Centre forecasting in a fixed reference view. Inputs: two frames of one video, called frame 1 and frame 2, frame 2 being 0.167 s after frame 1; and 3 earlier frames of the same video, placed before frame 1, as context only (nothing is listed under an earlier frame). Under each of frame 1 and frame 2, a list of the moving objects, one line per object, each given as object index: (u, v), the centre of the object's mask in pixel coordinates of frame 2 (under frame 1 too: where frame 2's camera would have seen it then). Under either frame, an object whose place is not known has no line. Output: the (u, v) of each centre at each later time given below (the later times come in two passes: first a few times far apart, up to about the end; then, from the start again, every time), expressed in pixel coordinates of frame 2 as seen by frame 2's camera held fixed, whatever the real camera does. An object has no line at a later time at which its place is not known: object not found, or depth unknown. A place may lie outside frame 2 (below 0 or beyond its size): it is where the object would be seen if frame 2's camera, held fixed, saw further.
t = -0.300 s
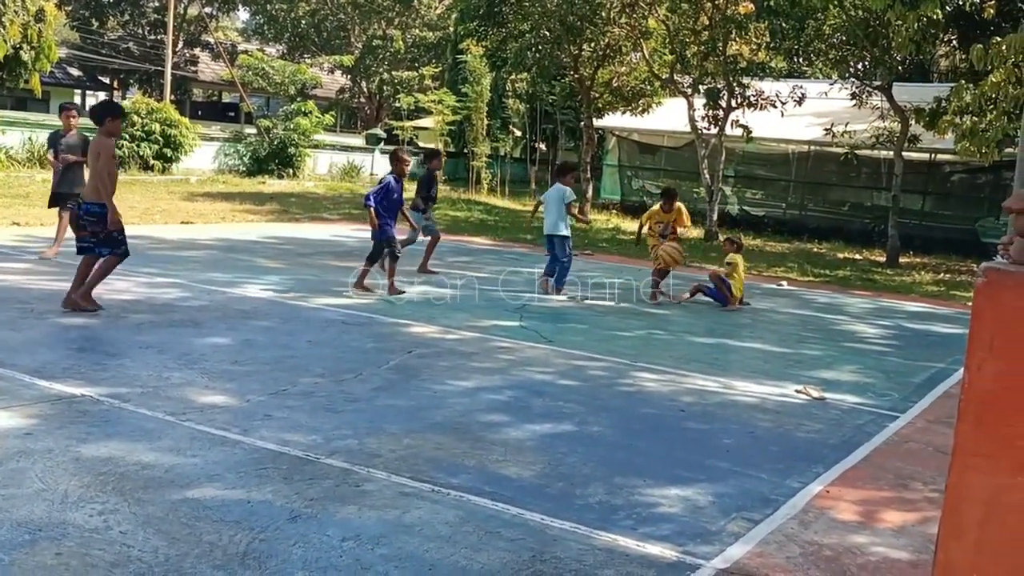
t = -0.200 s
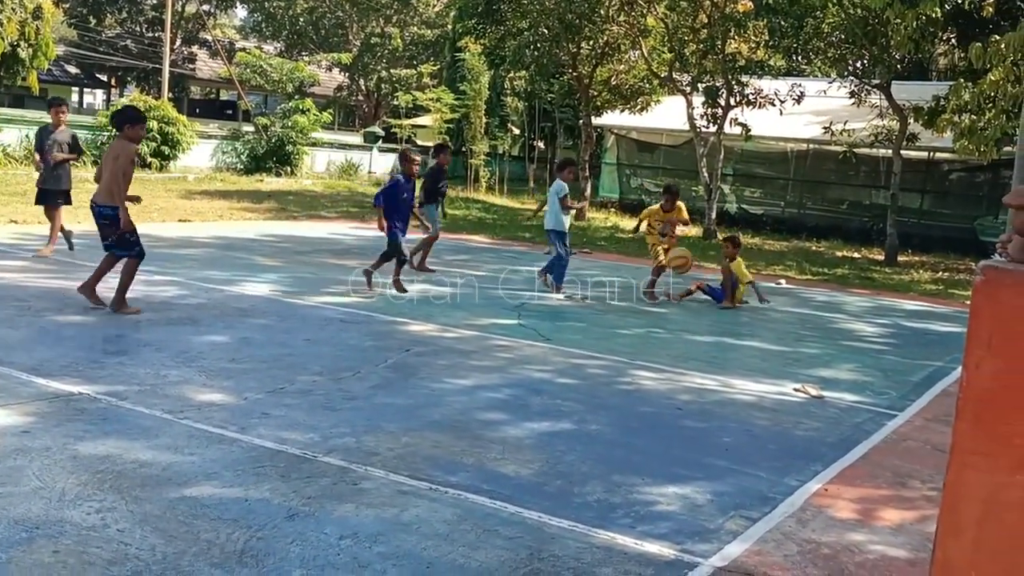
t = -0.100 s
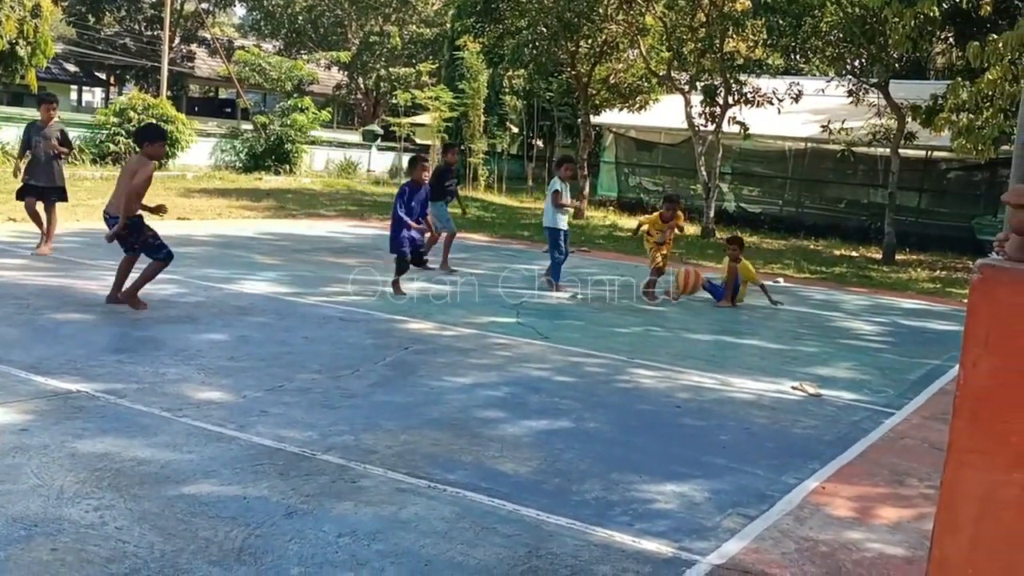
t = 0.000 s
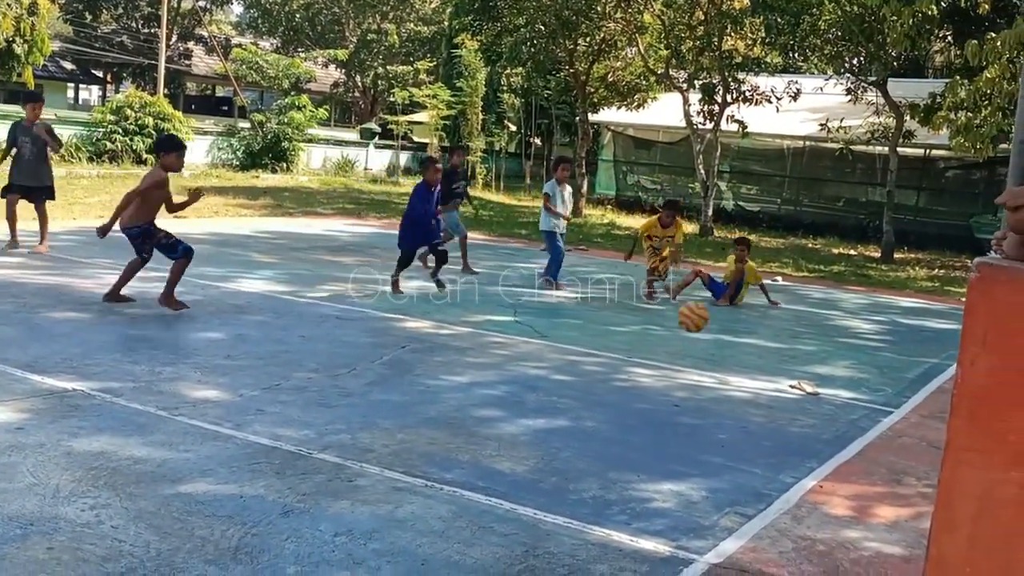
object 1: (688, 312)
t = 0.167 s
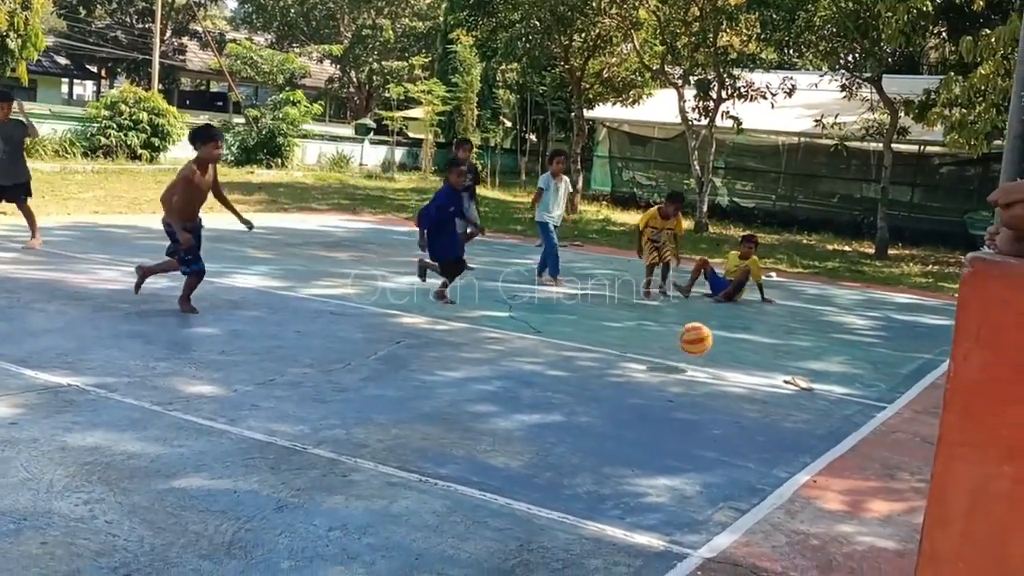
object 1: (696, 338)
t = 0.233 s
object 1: (696, 336)
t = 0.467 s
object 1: (694, 371)
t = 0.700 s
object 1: (692, 385)
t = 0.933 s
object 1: (688, 402)
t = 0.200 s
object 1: (695, 337)
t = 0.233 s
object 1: (696, 336)
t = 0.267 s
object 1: (696, 338)
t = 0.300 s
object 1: (696, 341)
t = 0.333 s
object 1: (696, 346)
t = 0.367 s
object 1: (695, 352)
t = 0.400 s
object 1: (694, 361)
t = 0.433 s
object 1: (693, 372)
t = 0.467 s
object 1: (694, 371)
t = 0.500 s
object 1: (694, 370)
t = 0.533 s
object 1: (693, 370)
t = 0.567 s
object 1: (693, 373)
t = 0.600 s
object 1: (693, 376)
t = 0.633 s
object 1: (693, 383)
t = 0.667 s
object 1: (693, 384)
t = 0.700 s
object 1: (692, 385)
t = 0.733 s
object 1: (692, 386)
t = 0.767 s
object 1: (691, 391)
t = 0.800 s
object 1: (691, 395)
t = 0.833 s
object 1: (691, 396)
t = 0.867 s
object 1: (690, 397)
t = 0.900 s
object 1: (689, 400)
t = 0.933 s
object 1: (688, 402)
